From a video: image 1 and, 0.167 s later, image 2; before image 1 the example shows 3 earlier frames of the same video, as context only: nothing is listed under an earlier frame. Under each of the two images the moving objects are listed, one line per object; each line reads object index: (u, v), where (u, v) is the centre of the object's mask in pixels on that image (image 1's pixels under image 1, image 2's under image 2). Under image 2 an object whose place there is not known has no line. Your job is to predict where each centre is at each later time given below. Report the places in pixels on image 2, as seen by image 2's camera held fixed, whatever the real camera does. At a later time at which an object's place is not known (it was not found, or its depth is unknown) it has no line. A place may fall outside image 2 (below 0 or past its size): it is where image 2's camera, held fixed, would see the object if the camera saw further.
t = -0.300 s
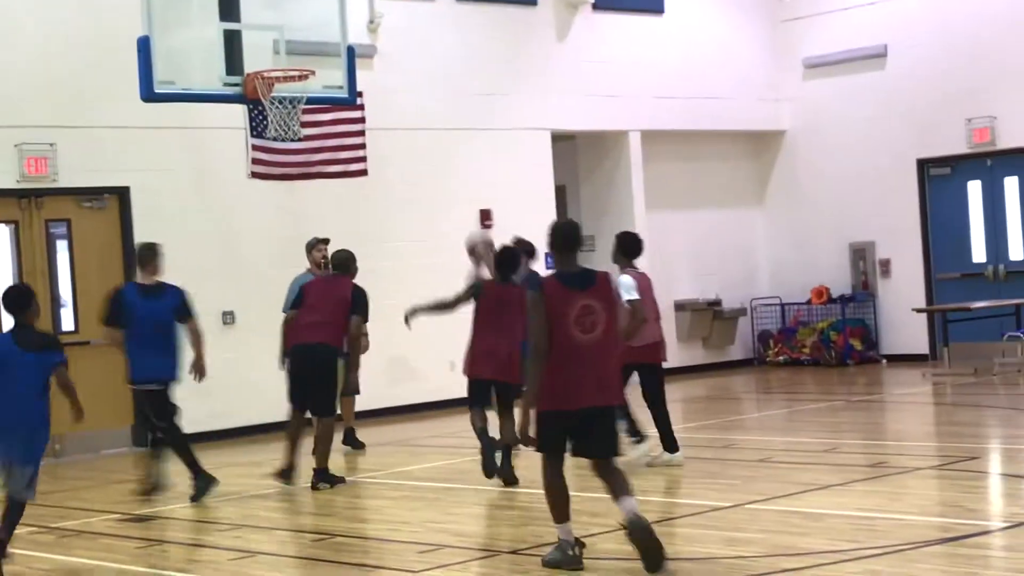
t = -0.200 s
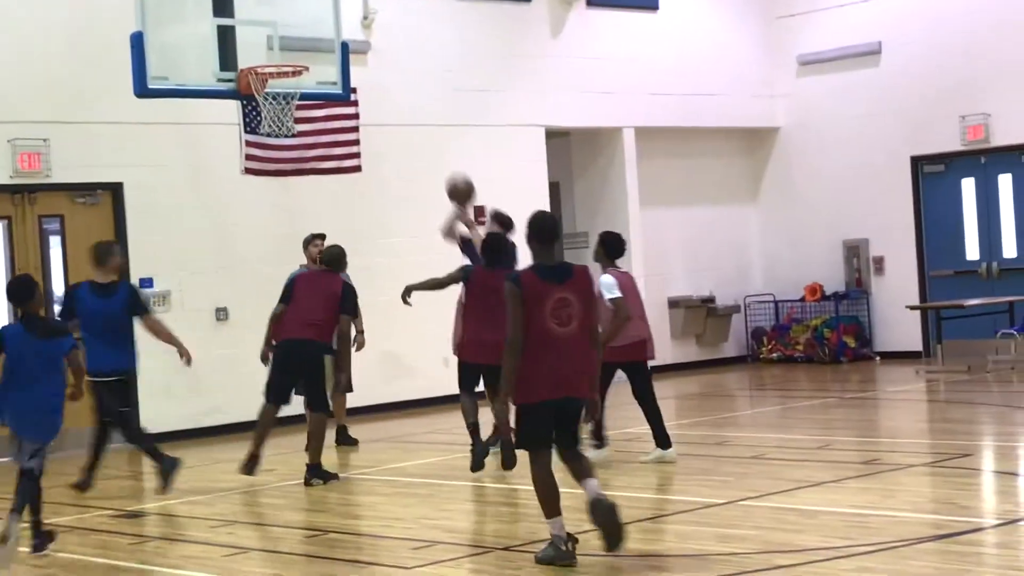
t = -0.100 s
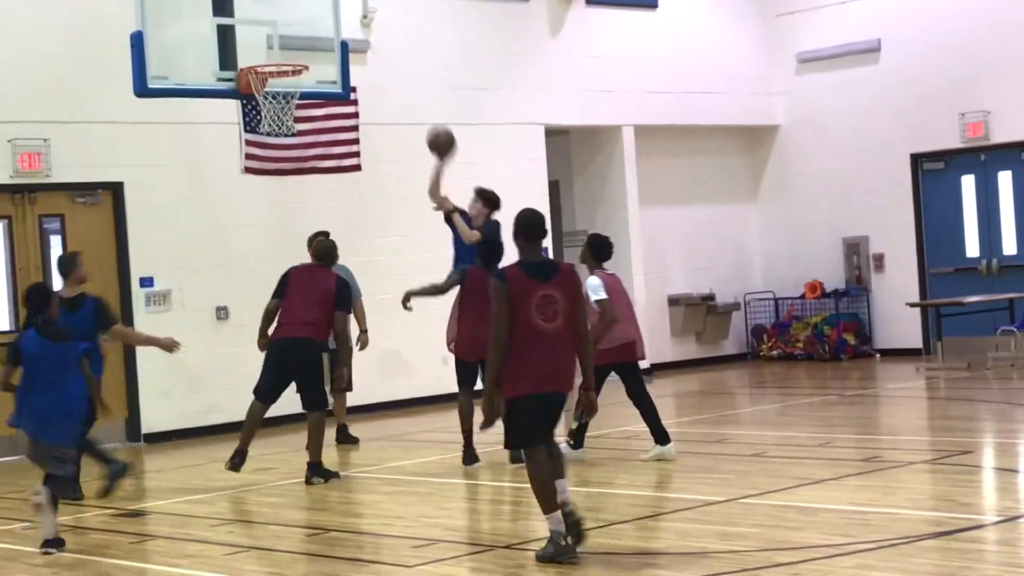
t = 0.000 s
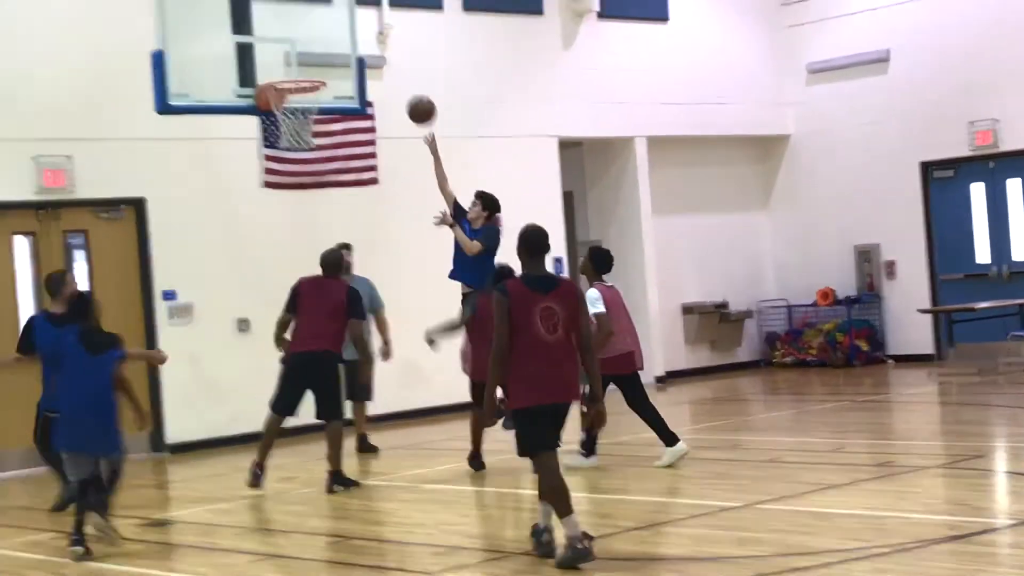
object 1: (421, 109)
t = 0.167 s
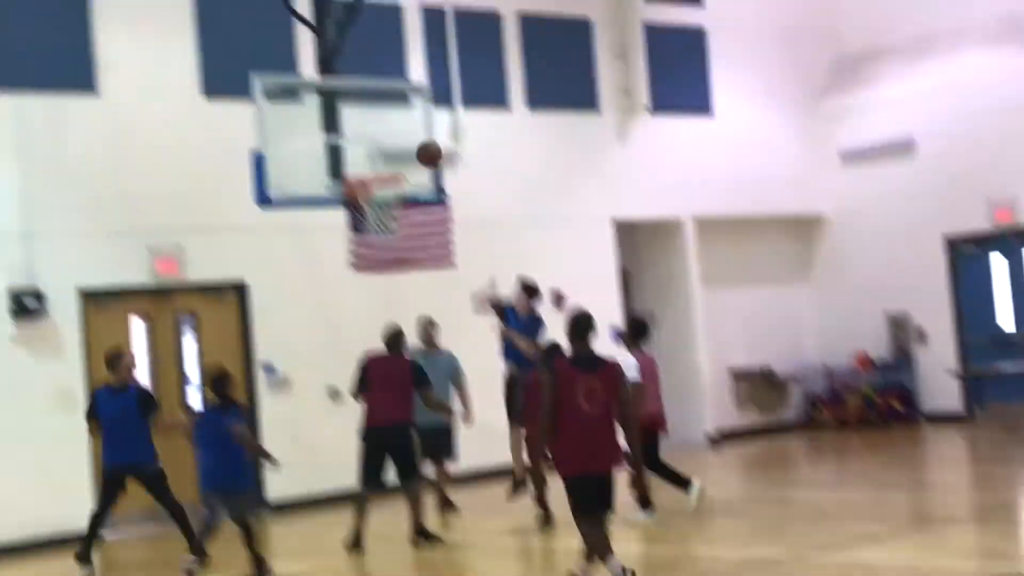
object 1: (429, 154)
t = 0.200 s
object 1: (416, 148)
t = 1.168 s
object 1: (371, 181)
